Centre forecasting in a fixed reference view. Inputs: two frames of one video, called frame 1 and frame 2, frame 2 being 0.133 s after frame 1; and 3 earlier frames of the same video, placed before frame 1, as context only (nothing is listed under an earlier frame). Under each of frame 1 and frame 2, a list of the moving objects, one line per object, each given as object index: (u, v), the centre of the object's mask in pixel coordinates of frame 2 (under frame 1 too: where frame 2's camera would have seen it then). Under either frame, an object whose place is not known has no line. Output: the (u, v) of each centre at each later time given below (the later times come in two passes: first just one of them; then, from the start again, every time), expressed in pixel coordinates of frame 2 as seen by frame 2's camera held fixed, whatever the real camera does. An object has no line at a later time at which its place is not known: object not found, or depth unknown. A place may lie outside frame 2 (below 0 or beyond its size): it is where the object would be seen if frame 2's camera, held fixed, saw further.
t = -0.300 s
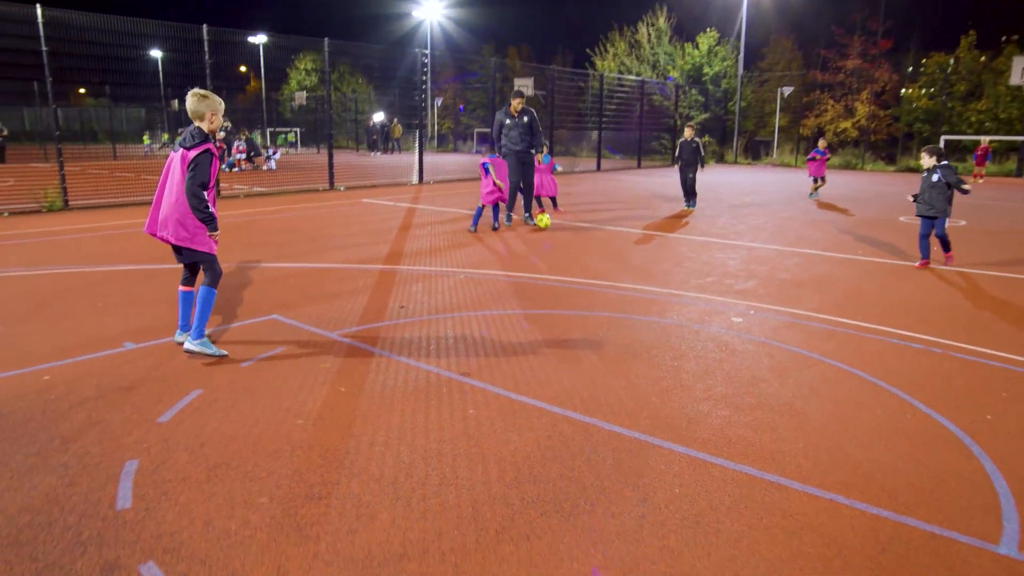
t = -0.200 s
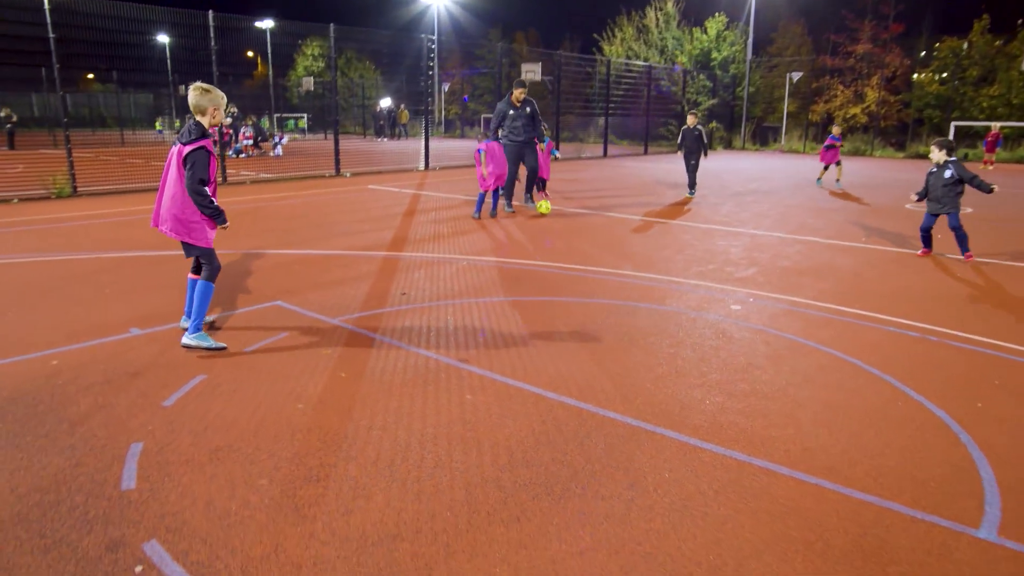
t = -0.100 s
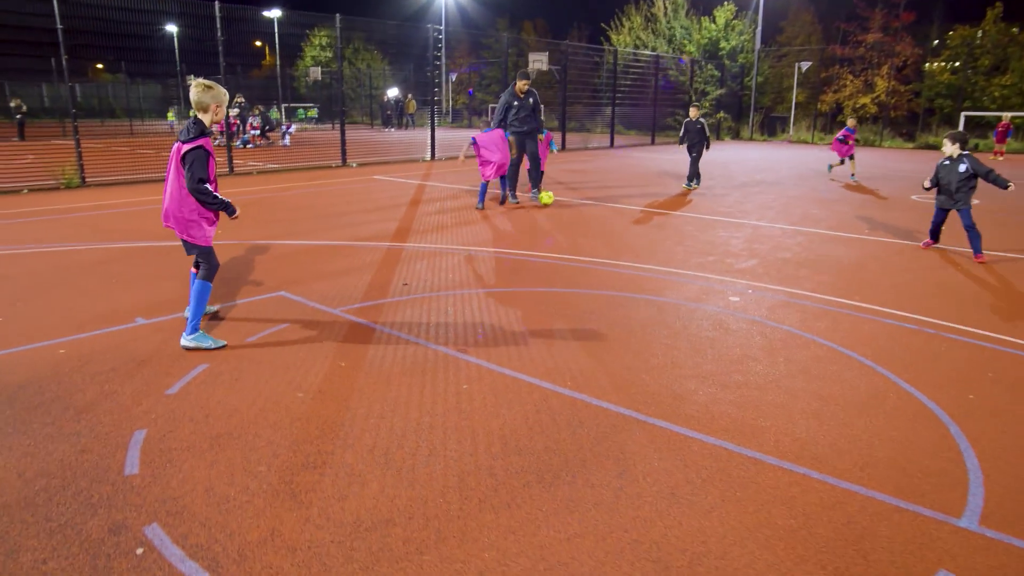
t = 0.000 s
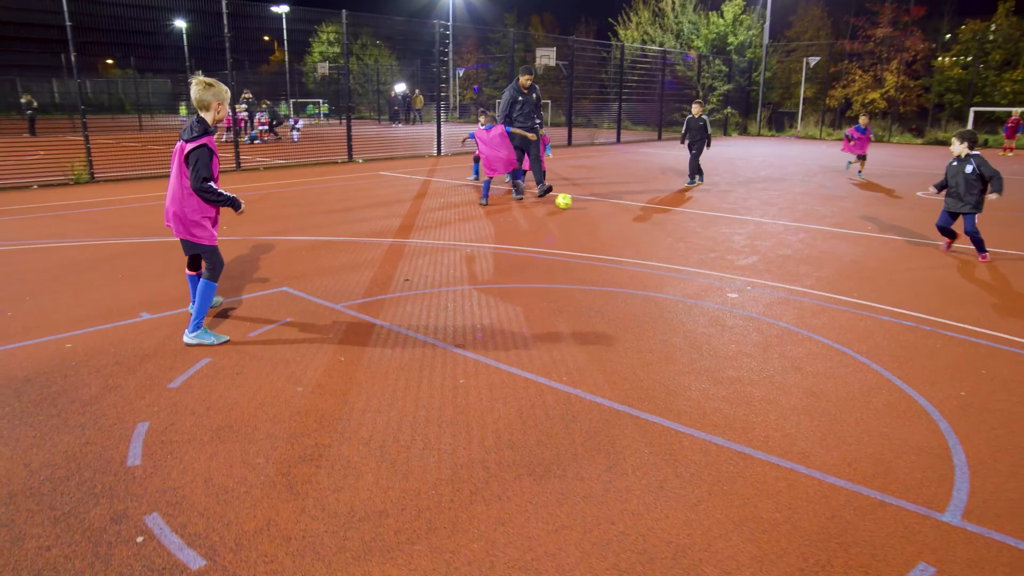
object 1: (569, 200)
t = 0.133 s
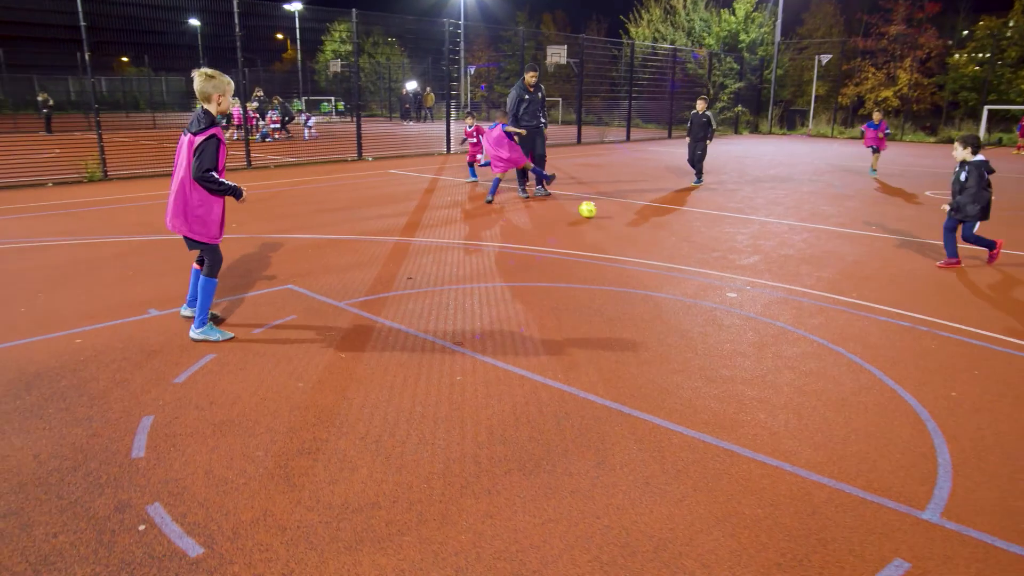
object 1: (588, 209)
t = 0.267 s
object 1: (605, 218)
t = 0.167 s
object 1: (592, 211)
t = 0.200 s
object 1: (596, 213)
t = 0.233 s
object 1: (601, 216)
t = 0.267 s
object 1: (605, 218)
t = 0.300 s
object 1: (610, 221)
